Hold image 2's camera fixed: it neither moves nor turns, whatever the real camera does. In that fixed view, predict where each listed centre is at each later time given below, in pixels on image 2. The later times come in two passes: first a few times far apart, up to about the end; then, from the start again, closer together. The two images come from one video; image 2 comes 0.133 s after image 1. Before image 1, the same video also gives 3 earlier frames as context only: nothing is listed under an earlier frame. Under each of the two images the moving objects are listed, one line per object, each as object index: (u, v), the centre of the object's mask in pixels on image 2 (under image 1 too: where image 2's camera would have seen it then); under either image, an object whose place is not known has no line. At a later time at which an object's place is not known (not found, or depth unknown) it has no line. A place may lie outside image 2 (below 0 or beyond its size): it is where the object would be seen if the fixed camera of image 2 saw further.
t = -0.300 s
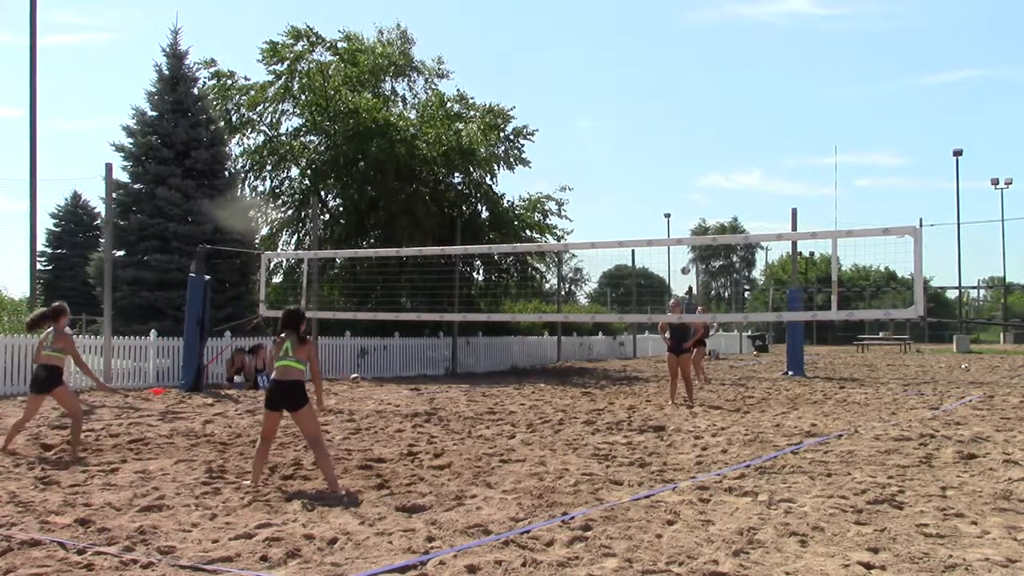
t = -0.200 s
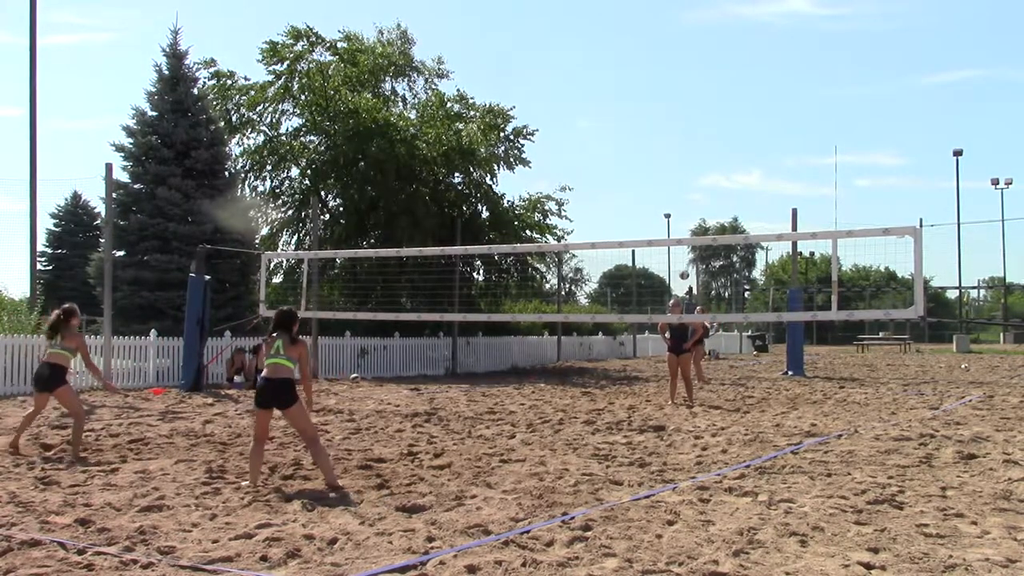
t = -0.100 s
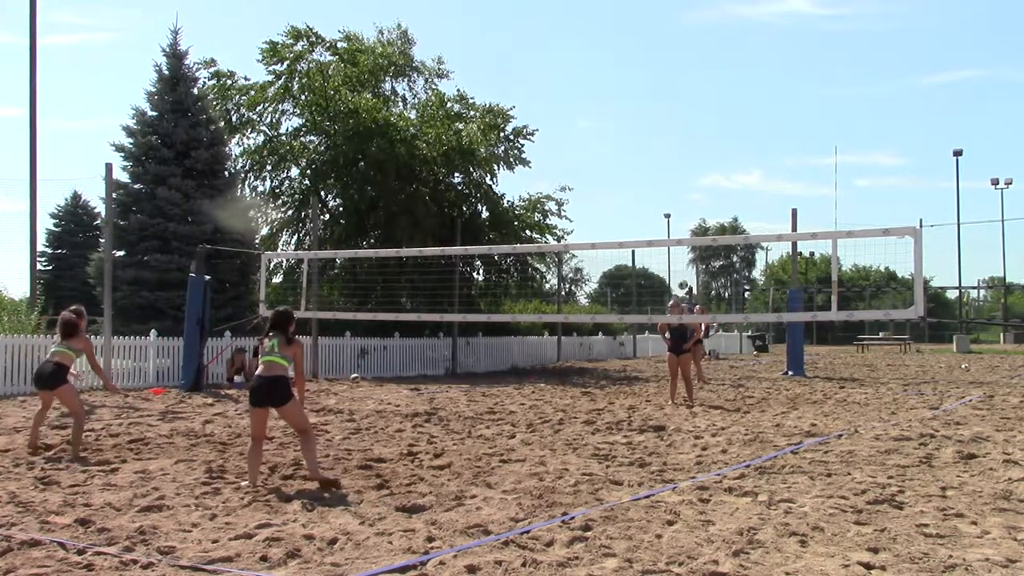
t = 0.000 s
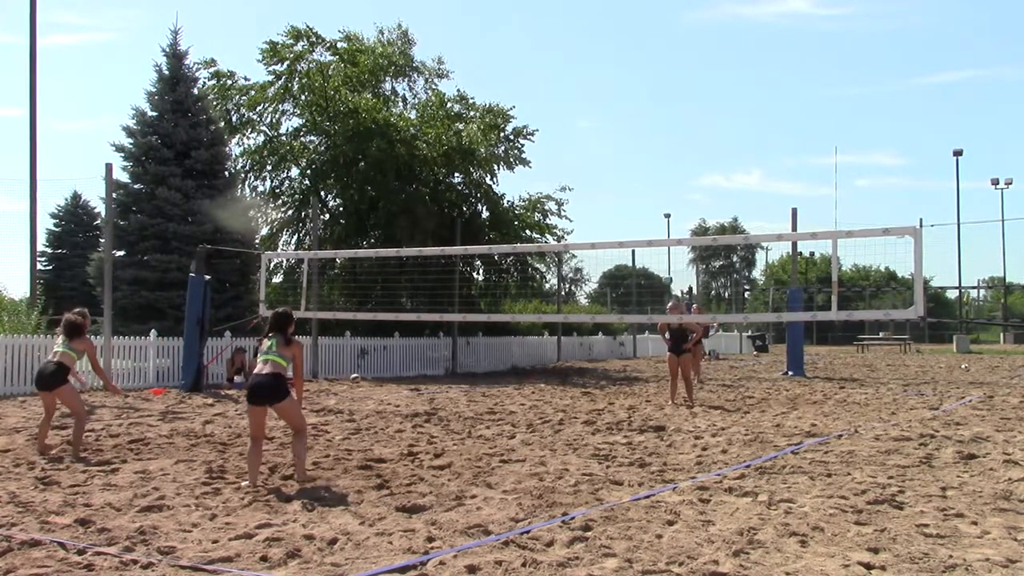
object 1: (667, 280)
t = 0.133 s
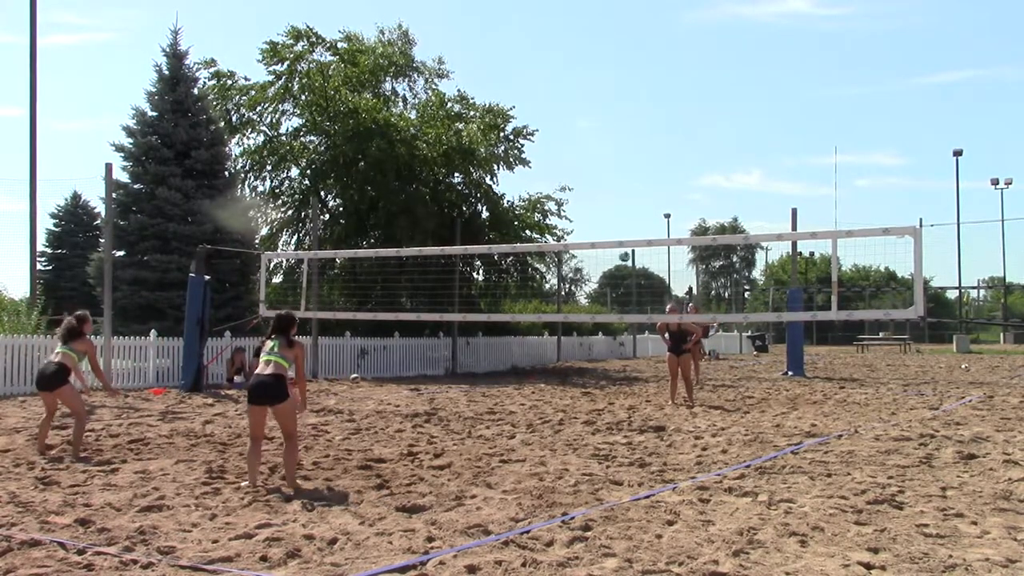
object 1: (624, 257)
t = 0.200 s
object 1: (600, 251)
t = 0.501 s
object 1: (468, 229)
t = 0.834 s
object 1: (260, 289)
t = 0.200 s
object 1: (600, 251)
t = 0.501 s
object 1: (468, 229)
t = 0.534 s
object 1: (451, 231)
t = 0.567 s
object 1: (432, 231)
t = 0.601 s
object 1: (414, 236)
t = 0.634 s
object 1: (395, 239)
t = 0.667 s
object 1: (374, 244)
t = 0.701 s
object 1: (353, 251)
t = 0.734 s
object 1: (333, 259)
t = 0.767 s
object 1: (310, 267)
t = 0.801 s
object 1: (285, 277)
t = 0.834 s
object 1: (260, 289)
